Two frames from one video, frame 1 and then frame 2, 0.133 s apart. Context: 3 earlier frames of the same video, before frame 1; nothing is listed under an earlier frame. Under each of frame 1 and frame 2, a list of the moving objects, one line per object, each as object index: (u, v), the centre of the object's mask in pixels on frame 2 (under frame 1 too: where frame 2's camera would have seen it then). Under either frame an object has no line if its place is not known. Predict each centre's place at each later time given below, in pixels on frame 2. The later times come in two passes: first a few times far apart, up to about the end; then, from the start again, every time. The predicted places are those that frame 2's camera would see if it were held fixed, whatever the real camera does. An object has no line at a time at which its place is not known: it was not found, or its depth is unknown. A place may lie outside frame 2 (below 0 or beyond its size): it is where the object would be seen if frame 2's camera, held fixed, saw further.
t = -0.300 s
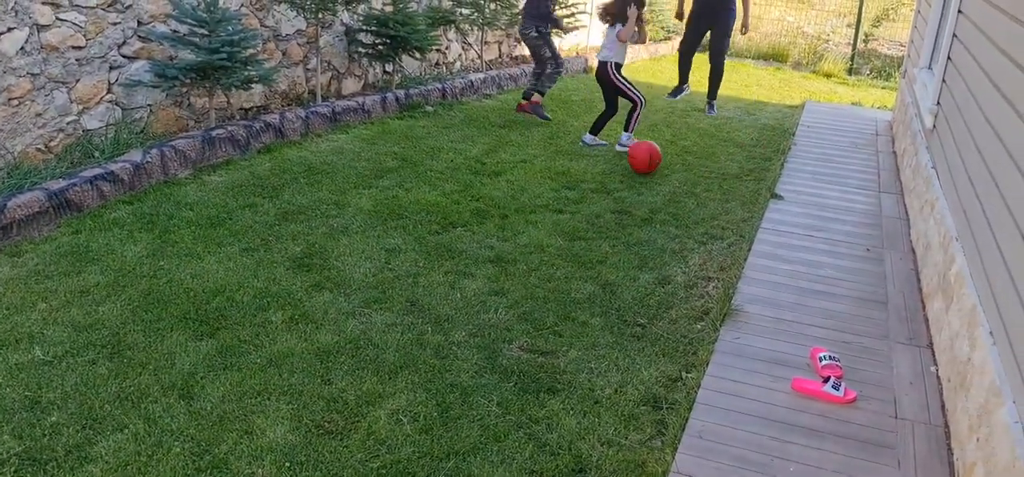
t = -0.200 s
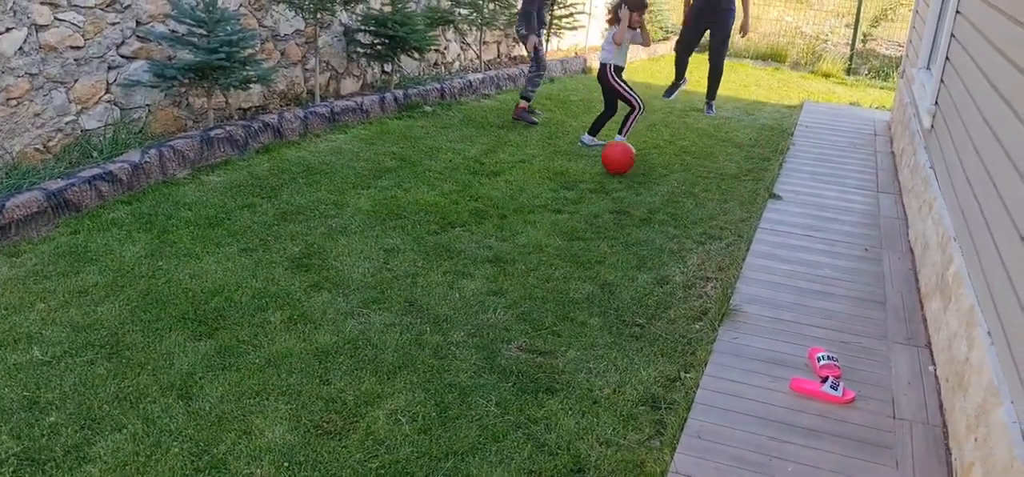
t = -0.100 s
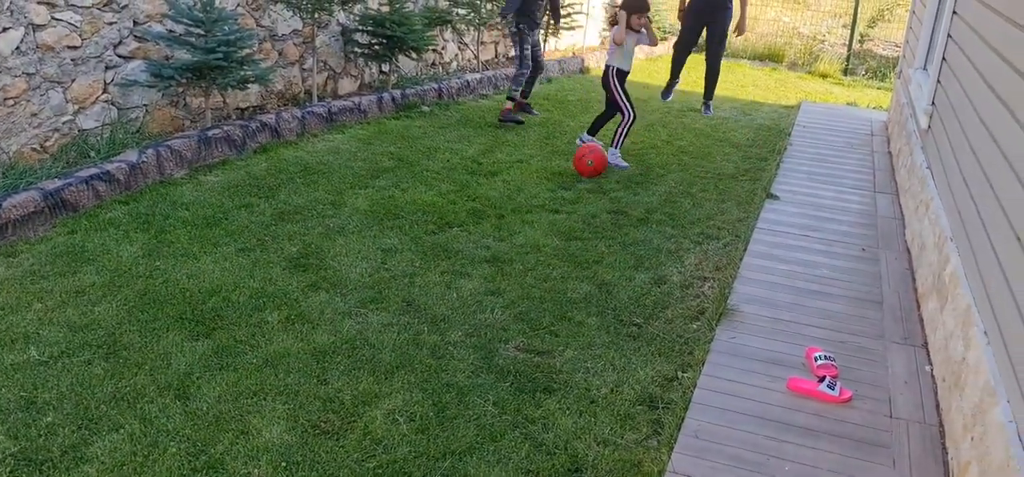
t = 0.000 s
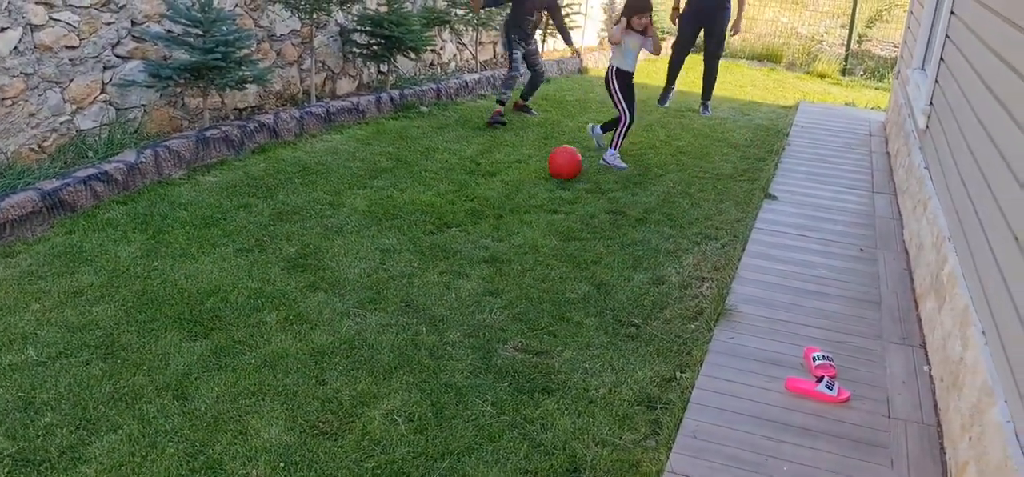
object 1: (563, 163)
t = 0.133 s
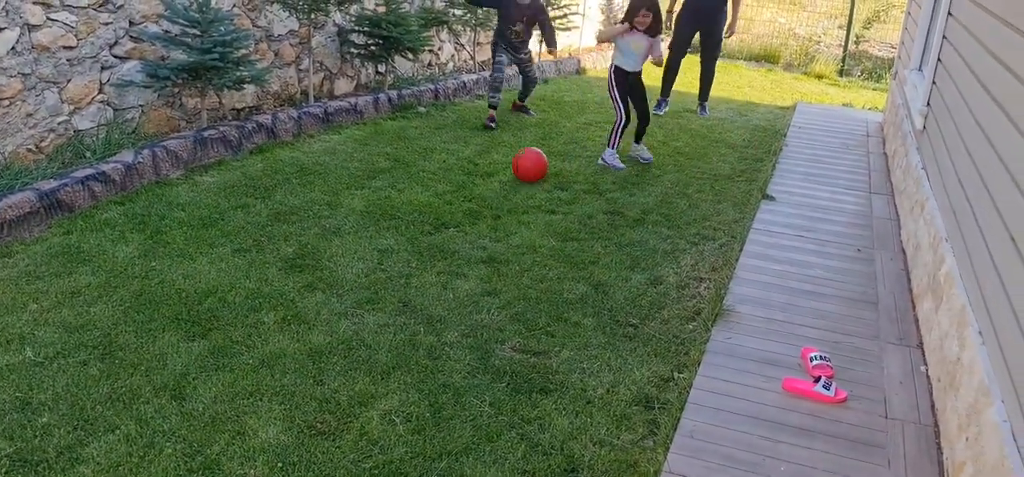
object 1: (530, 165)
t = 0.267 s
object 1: (500, 168)
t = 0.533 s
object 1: (442, 170)
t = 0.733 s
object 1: (407, 170)
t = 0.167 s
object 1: (522, 166)
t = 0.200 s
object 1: (514, 166)
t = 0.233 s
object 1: (507, 167)
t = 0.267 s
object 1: (500, 168)
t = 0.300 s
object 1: (493, 168)
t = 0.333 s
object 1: (485, 168)
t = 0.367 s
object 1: (477, 168)
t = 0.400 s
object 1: (470, 169)
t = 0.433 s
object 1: (462, 169)
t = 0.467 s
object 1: (455, 169)
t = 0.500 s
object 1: (449, 169)
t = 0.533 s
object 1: (442, 170)
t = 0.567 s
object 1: (435, 170)
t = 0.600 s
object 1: (429, 169)
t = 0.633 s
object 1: (423, 169)
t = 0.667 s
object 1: (418, 169)
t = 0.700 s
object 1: (412, 169)
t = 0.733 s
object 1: (407, 170)
